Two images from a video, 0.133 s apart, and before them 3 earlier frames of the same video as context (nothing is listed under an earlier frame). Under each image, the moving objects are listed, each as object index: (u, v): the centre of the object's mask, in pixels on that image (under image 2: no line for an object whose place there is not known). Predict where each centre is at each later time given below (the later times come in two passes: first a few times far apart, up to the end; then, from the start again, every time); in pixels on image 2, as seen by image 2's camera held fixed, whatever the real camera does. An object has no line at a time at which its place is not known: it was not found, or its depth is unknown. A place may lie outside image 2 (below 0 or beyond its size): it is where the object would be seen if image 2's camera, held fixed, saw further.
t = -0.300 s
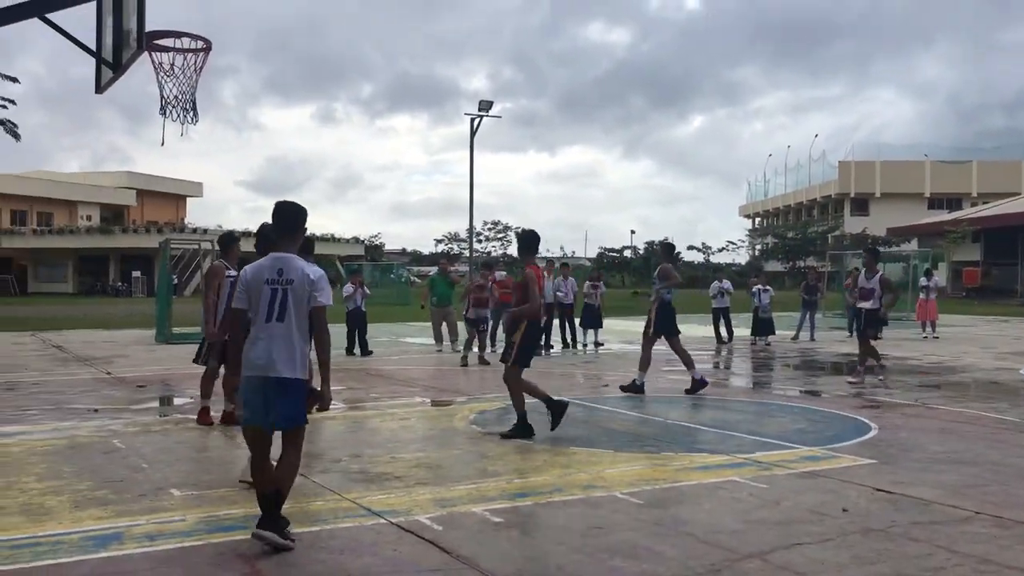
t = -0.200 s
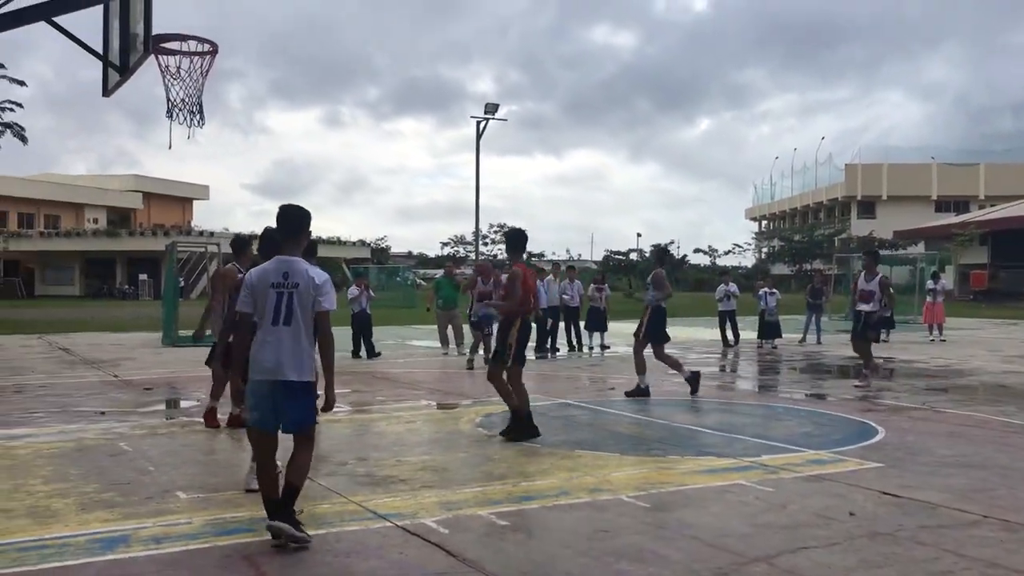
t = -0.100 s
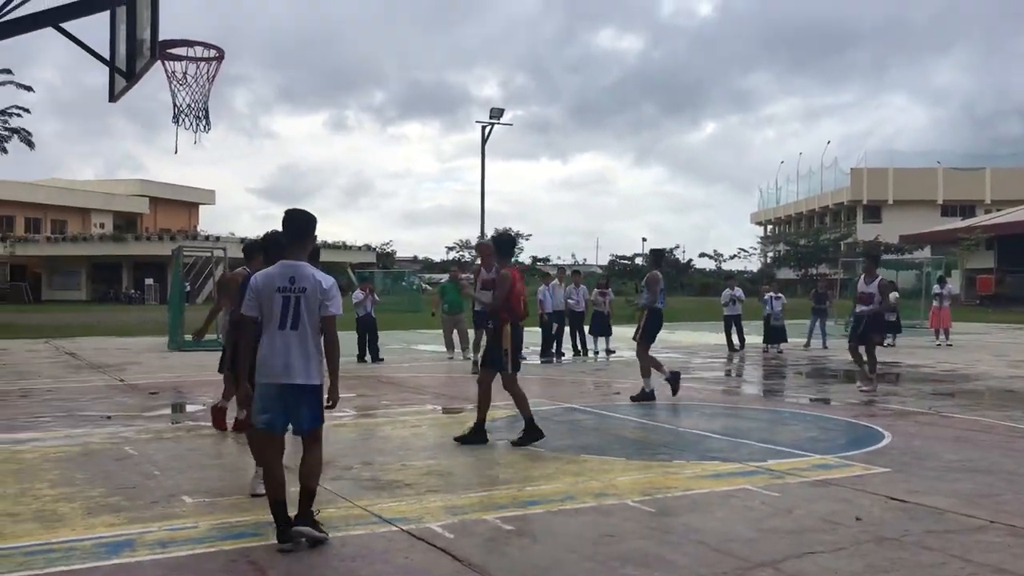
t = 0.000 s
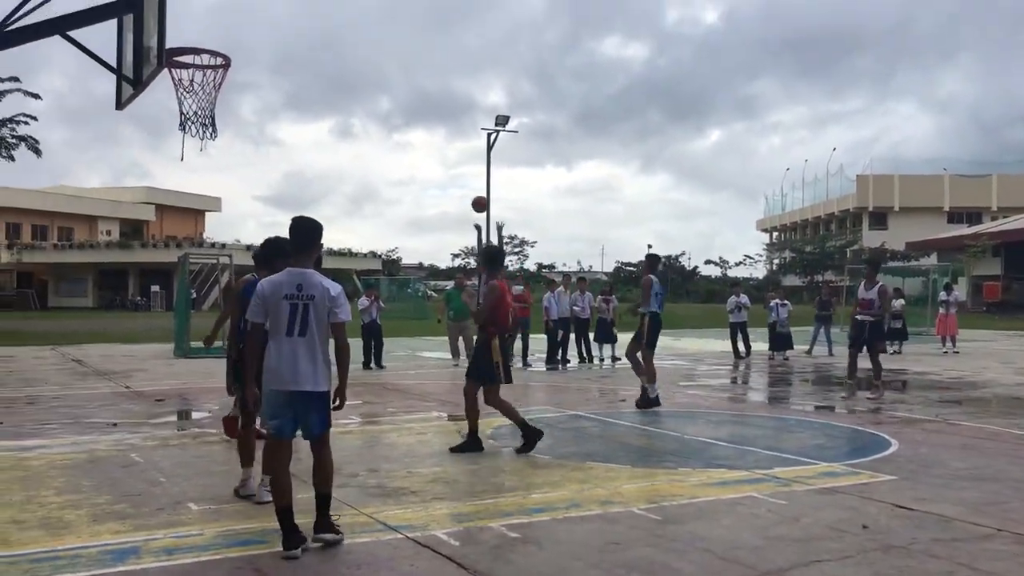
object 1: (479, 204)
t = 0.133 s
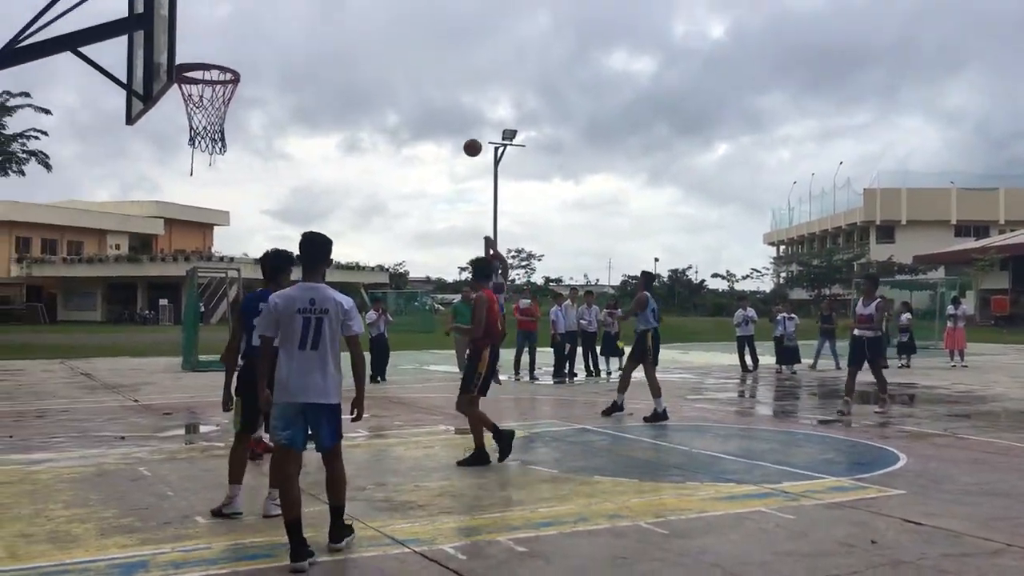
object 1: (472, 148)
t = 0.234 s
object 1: (460, 99)
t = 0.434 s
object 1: (433, 15)
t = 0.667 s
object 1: (395, -58)
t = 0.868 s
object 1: (355, -88)
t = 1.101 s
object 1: (297, -72)
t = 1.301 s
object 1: (236, 3)
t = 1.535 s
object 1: (221, 56)
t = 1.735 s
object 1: (262, 63)
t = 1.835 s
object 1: (283, 86)
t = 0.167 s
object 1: (468, 131)
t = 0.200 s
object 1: (464, 115)
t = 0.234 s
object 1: (460, 99)
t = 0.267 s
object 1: (456, 84)
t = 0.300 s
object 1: (452, 69)
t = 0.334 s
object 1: (447, 55)
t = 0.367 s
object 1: (442, 41)
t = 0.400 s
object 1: (438, 28)
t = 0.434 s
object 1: (433, 15)
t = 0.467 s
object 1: (428, 3)
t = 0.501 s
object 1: (423, -9)
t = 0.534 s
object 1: (418, -20)
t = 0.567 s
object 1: (412, -31)
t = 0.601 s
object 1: (407, -41)
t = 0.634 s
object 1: (401, -49)
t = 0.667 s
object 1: (395, -58)
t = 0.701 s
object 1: (389, -65)
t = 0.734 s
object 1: (382, -72)
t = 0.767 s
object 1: (376, -77)
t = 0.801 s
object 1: (369, -82)
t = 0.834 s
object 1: (362, -85)
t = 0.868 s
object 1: (355, -88)
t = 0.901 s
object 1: (347, -90)
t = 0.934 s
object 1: (339, -90)
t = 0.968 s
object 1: (332, -89)
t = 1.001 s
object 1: (323, -87)
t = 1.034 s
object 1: (315, -83)
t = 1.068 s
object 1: (306, -78)
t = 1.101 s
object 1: (297, -72)
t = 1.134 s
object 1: (288, -64)
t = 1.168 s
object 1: (279, -54)
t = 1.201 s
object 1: (268, -42)
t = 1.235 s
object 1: (258, -30)
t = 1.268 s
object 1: (248, -14)
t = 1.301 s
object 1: (236, 3)
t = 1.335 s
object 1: (225, 22)
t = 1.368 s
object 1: (213, 44)
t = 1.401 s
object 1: (206, 63)
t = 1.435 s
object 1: (204, 70)
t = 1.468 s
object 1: (207, 68)
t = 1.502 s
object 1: (214, 62)
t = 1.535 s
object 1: (221, 56)
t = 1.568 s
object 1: (228, 54)
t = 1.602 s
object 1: (234, 55)
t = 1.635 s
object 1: (241, 55)
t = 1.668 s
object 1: (248, 56)
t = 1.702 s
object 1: (255, 59)
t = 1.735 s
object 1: (262, 63)
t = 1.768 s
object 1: (269, 69)
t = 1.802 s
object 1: (276, 77)
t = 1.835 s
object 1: (283, 86)
